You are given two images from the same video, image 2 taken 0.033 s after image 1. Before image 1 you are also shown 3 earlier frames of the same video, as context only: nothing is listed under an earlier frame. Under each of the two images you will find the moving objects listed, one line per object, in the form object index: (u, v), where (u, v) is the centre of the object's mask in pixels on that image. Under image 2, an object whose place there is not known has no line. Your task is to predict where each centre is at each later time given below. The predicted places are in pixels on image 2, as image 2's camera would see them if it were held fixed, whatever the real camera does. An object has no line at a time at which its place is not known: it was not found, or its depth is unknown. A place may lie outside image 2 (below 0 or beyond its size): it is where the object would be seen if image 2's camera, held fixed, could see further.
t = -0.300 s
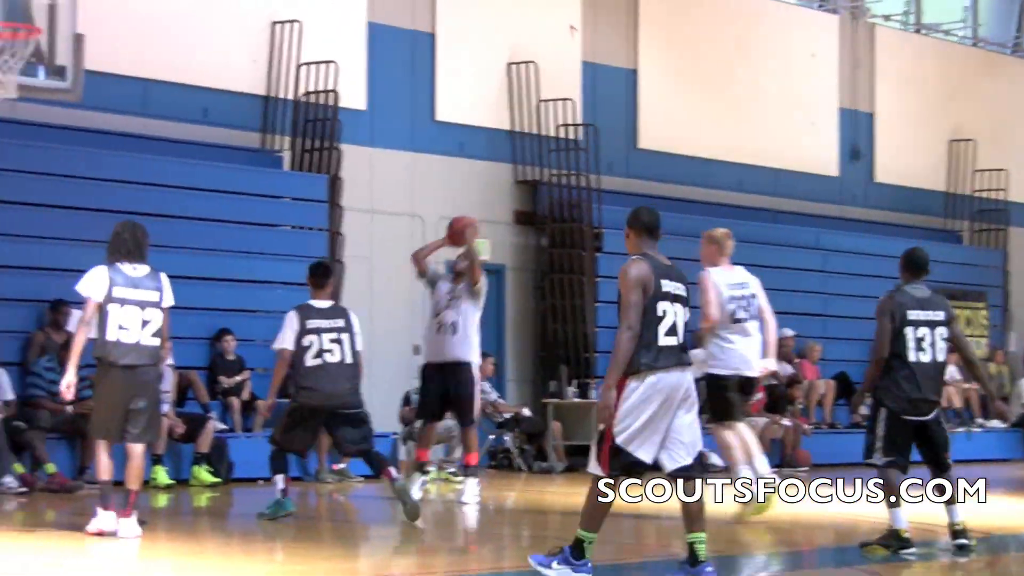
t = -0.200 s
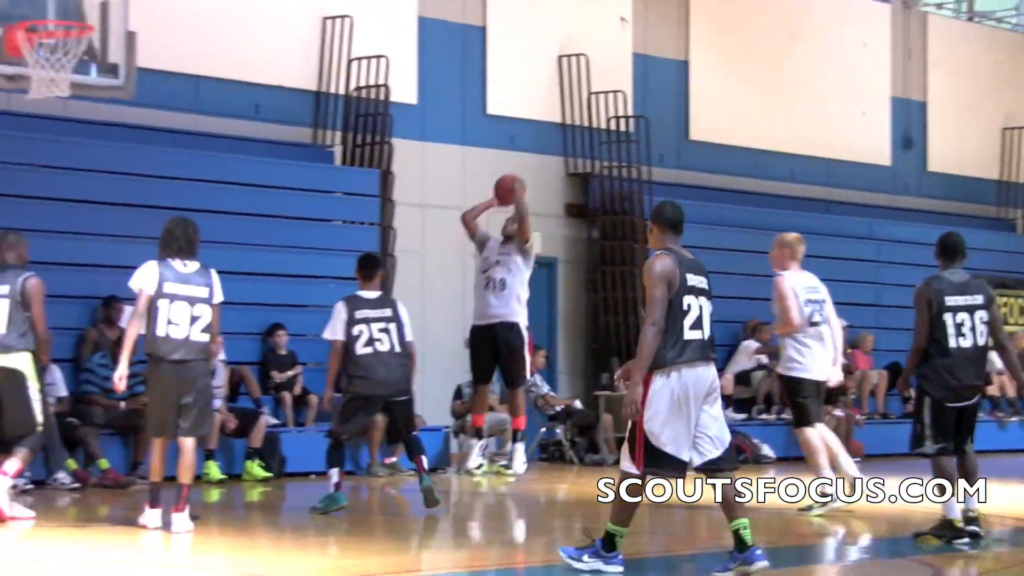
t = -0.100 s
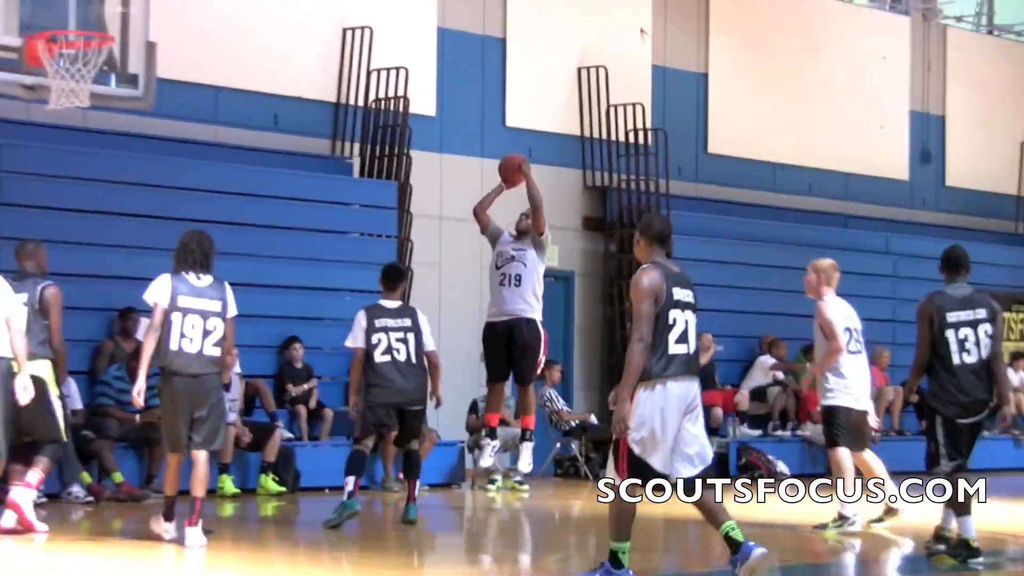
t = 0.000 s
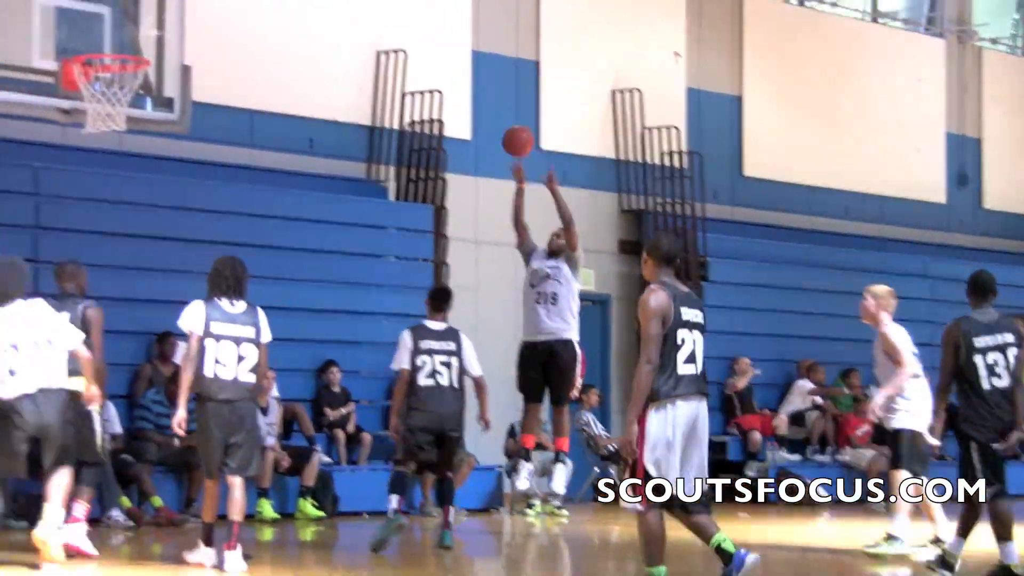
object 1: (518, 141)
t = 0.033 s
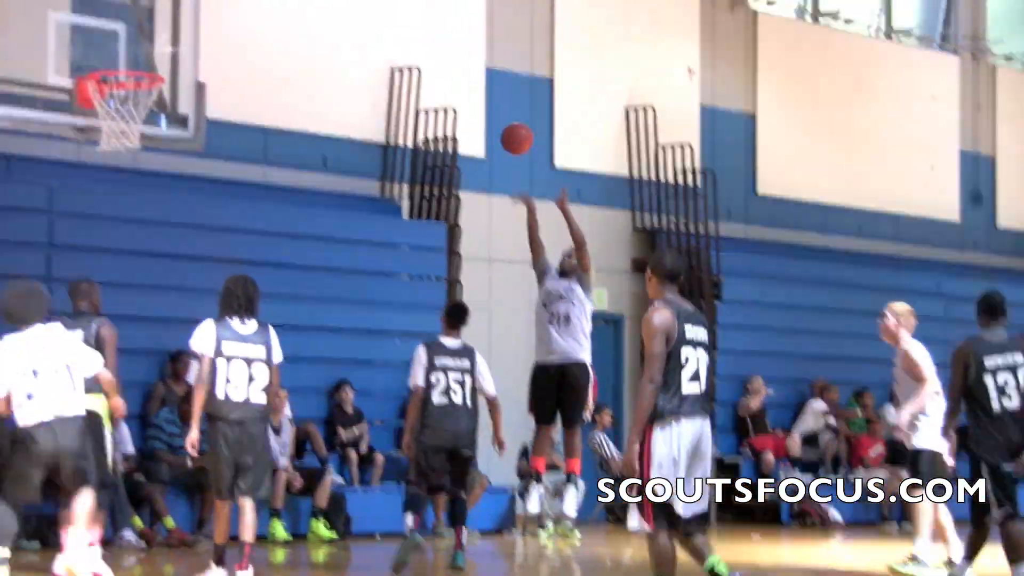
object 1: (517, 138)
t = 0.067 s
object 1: (500, 121)
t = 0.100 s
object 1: (485, 103)
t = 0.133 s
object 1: (469, 86)
